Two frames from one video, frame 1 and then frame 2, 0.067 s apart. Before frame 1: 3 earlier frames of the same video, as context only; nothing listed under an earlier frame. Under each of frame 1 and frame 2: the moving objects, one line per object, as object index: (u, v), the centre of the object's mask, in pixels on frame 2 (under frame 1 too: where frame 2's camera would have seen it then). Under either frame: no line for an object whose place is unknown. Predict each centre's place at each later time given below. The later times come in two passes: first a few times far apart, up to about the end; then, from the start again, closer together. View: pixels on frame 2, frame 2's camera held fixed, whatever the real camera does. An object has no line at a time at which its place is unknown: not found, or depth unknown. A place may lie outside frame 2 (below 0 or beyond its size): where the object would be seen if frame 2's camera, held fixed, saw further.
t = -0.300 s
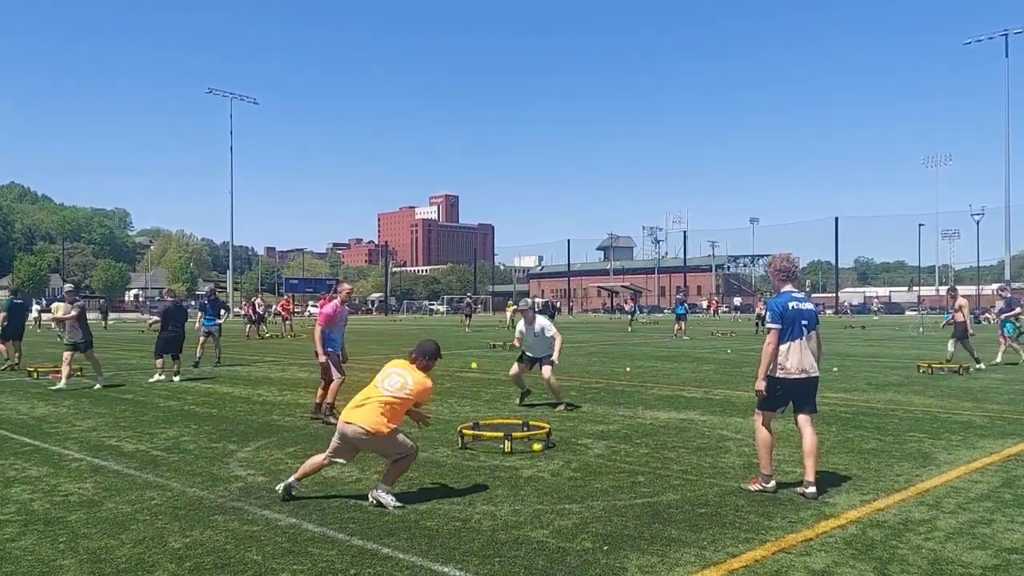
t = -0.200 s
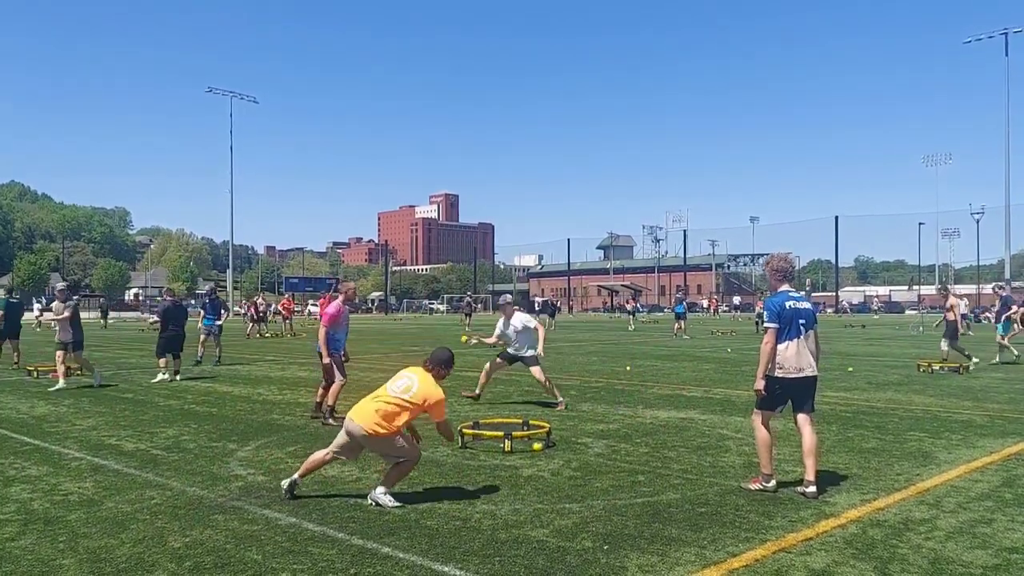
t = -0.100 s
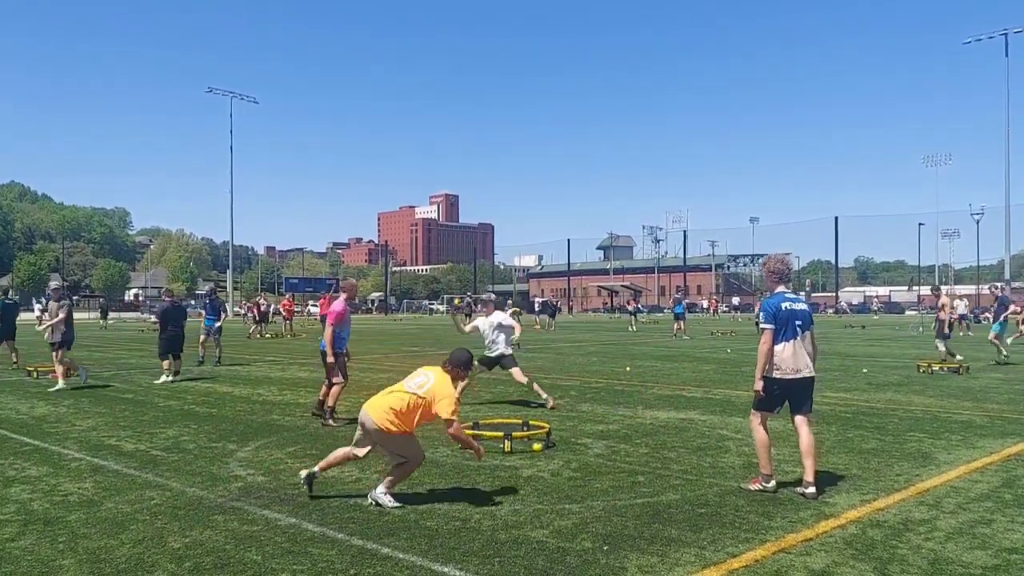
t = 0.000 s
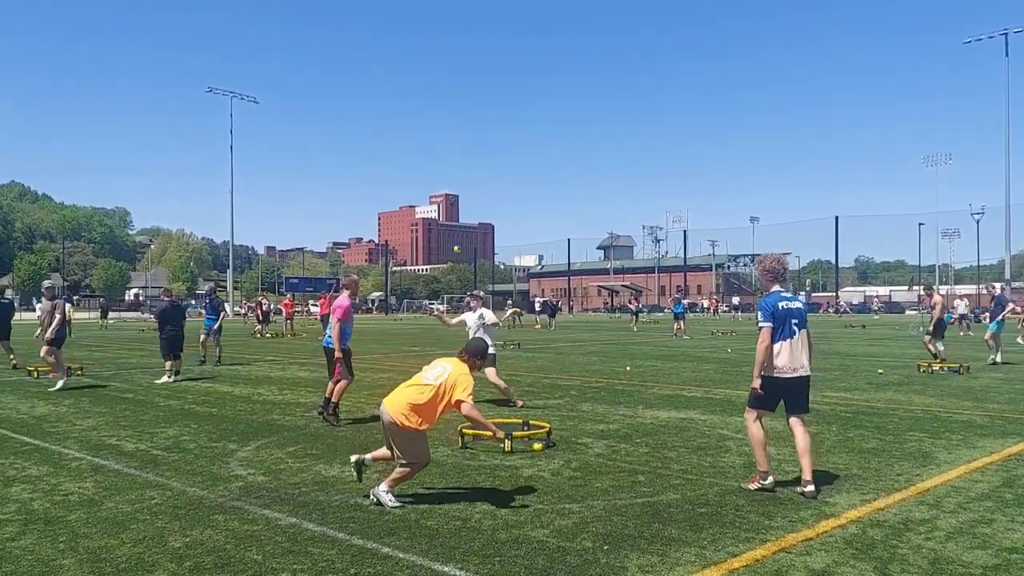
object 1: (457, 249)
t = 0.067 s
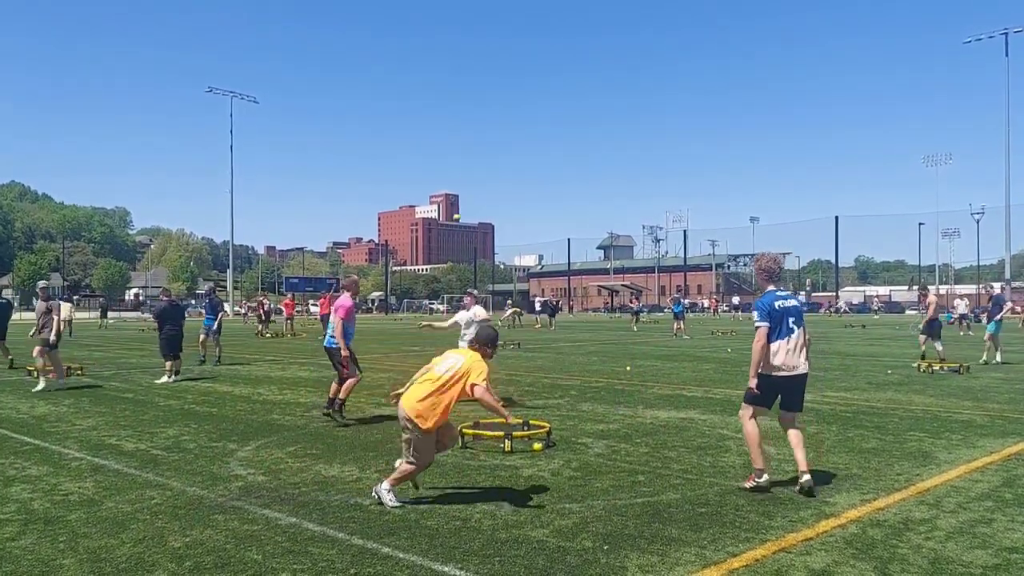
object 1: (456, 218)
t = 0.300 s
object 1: (454, 131)
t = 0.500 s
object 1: (453, 88)
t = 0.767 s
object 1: (452, 77)
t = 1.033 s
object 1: (450, 128)
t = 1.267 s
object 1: (448, 226)
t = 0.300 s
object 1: (454, 131)
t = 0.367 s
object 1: (454, 113)
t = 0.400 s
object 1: (454, 106)
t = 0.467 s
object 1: (453, 92)
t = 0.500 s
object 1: (453, 88)
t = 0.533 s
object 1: (453, 84)
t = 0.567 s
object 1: (452, 79)
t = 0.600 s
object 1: (453, 77)
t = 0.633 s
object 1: (453, 76)
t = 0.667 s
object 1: (452, 75)
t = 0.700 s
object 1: (452, 75)
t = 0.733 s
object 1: (452, 76)
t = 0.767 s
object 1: (452, 77)
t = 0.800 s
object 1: (452, 80)
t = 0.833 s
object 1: (452, 85)
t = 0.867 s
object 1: (451, 89)
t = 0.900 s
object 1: (451, 95)
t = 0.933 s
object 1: (451, 102)
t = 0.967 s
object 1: (451, 109)
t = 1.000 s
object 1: (450, 118)
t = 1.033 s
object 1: (450, 128)
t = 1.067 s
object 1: (450, 139)
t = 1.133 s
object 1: (449, 164)
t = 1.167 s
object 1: (449, 178)
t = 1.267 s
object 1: (448, 226)
